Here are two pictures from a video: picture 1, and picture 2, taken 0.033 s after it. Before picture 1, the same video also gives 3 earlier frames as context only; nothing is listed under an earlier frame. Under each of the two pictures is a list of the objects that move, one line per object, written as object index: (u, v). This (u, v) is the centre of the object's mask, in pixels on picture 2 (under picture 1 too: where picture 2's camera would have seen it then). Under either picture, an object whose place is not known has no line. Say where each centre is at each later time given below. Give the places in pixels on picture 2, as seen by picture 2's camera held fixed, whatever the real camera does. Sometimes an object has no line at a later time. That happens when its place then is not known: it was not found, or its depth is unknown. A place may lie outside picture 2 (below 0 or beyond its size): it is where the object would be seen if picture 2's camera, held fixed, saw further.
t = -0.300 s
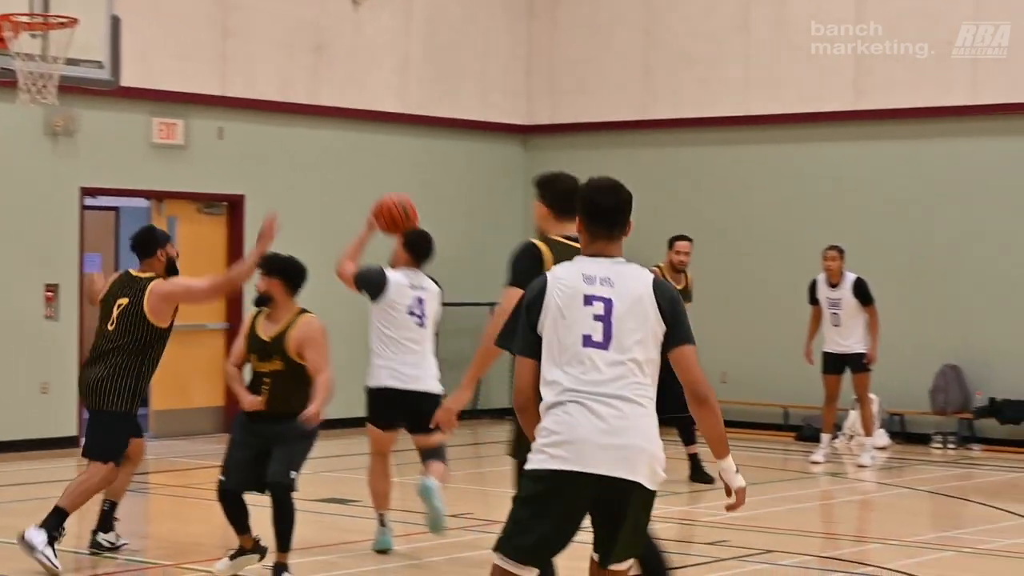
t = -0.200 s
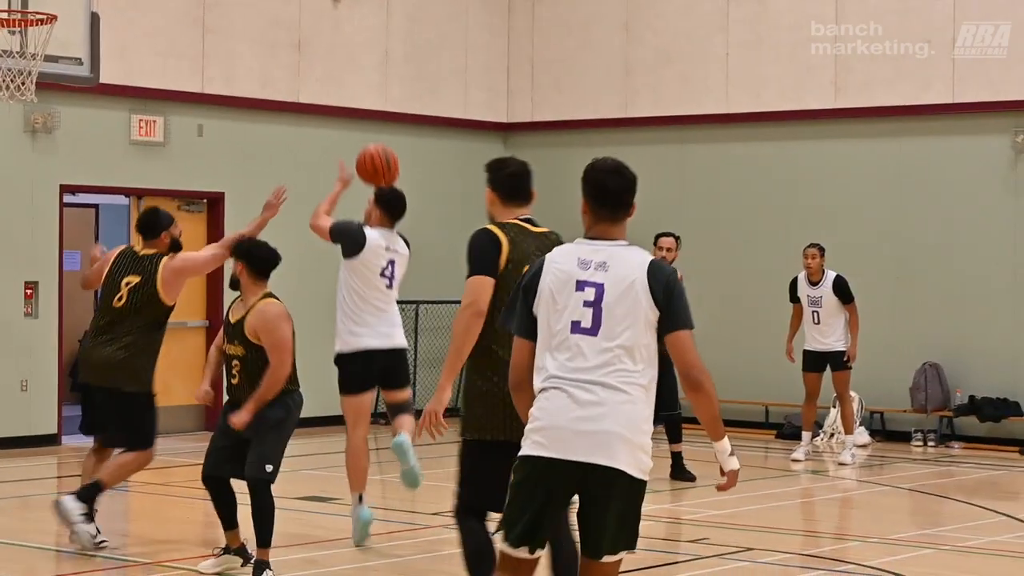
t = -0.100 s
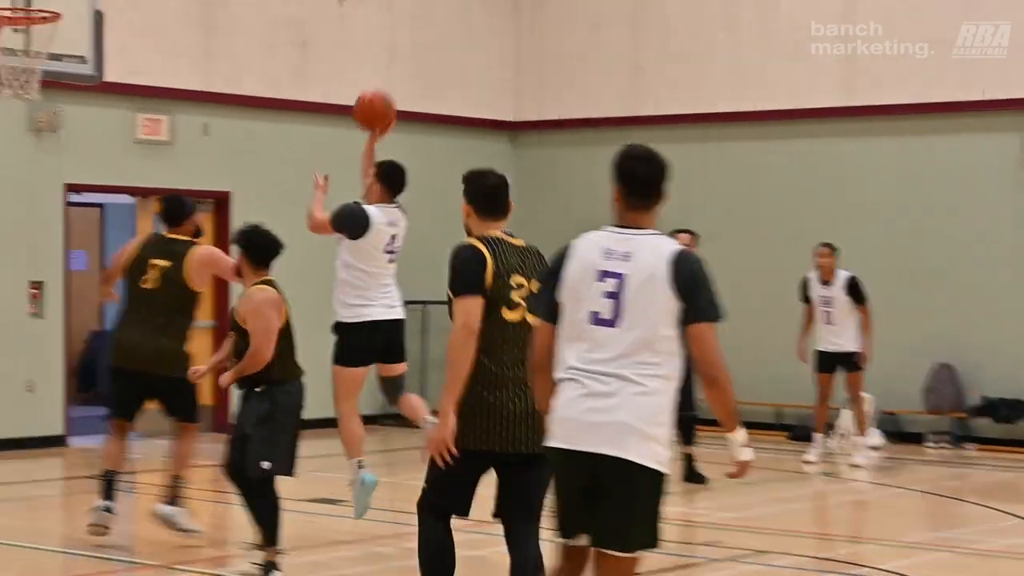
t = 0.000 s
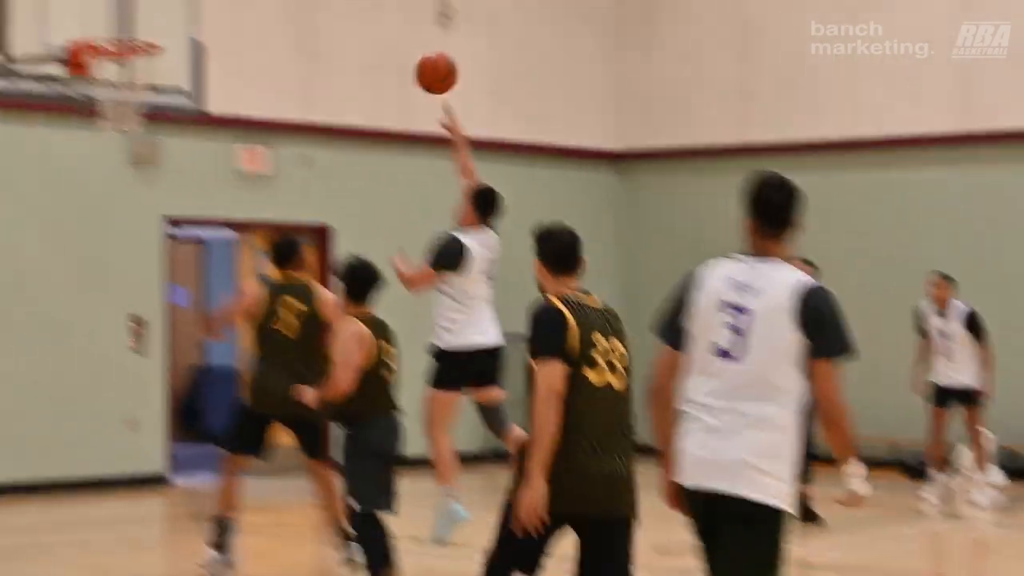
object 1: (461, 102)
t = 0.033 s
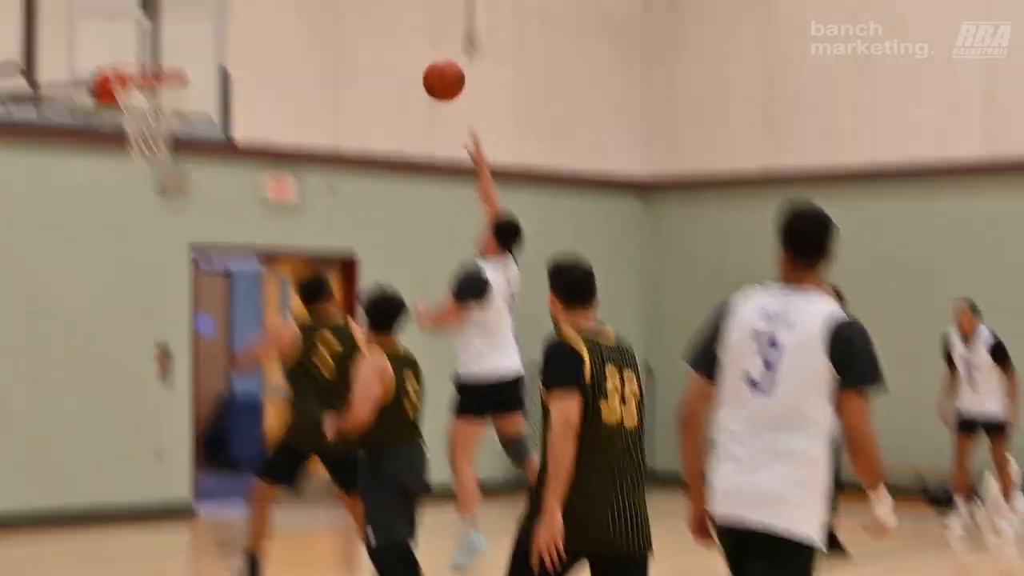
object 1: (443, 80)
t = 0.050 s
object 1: (434, 70)
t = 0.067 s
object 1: (425, 61)
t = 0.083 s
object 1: (416, 52)
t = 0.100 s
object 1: (406, 43)
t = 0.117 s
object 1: (397, 37)
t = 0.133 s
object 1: (387, 29)
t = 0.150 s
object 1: (378, 23)
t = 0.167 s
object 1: (369, 18)
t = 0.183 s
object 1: (360, 13)
